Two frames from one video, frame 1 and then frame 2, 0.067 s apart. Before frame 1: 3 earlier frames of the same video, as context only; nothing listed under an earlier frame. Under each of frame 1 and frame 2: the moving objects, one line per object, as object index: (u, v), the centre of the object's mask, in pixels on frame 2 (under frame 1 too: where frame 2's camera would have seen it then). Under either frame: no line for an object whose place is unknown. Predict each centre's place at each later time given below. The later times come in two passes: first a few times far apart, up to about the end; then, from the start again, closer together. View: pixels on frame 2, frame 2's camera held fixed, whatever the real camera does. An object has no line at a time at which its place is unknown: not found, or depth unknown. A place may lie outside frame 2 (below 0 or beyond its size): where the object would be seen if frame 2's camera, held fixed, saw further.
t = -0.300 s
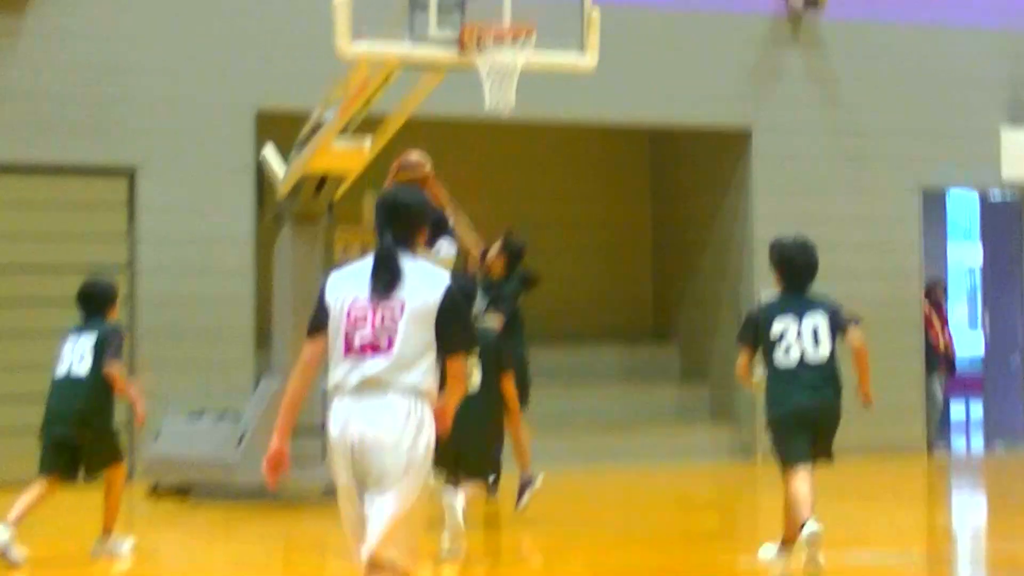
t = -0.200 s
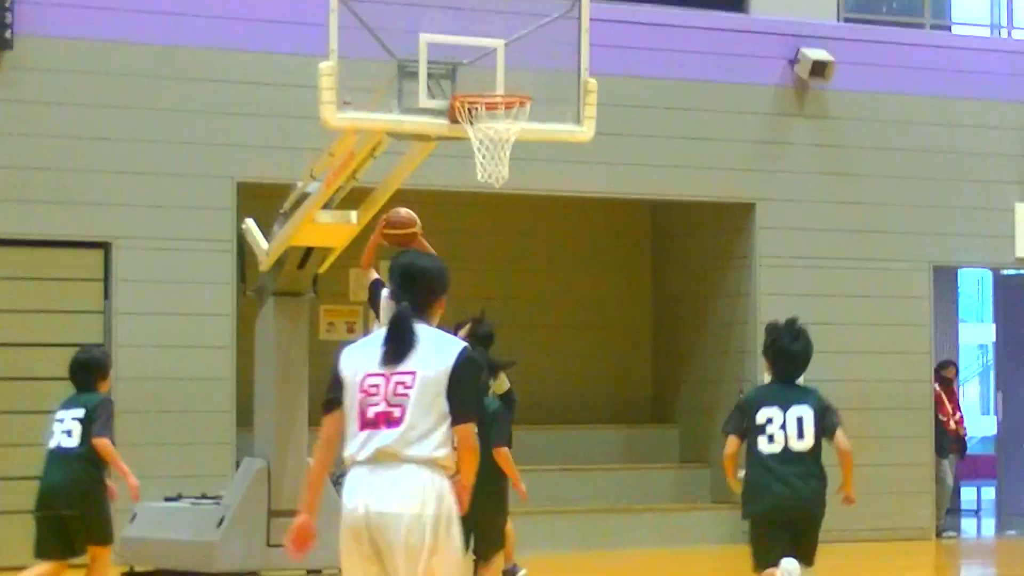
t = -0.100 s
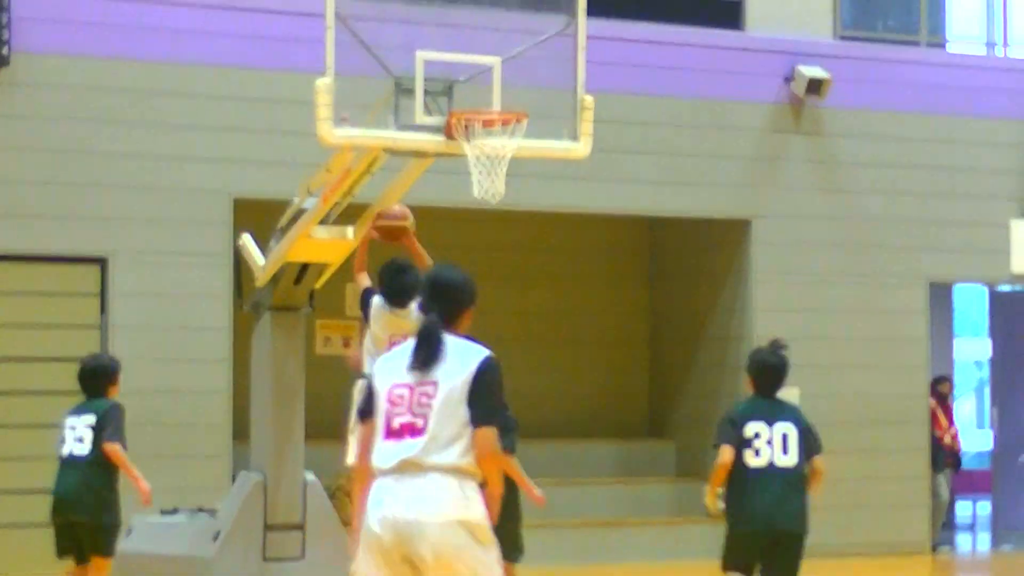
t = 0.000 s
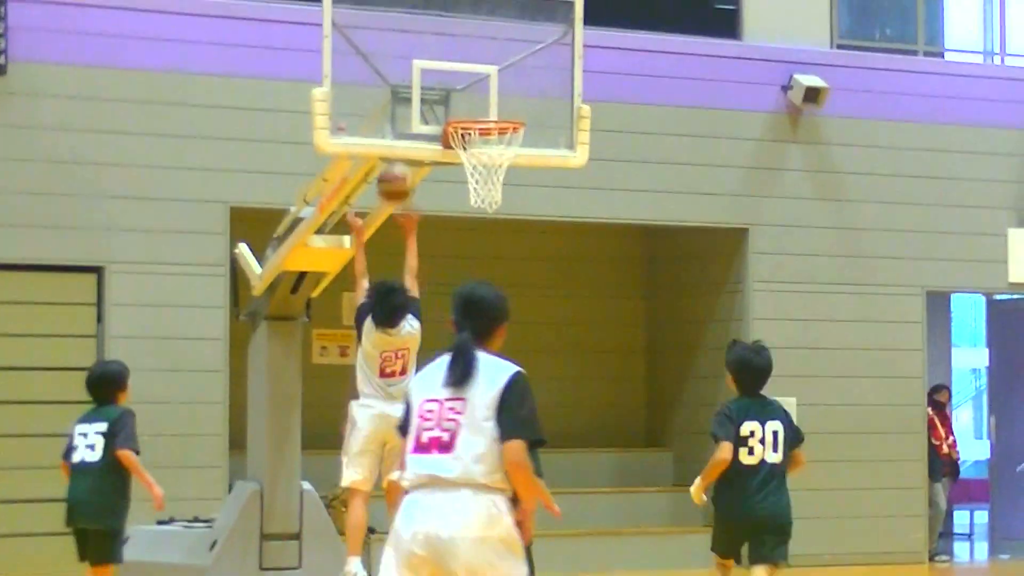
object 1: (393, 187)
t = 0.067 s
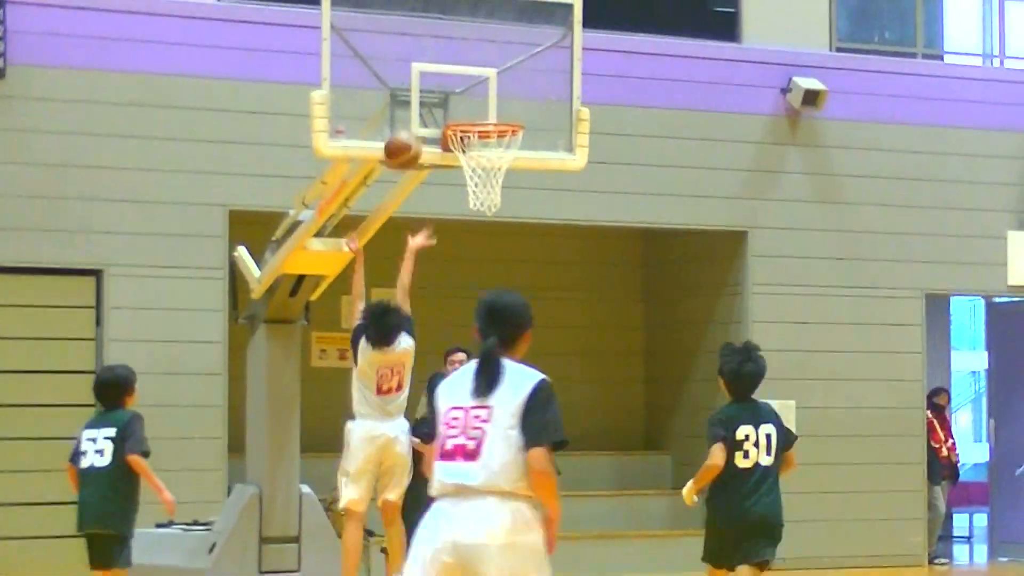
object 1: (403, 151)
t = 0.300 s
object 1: (436, 85)
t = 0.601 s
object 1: (489, 128)
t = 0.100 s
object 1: (408, 133)
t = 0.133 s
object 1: (409, 122)
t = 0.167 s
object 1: (414, 110)
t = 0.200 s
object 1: (418, 100)
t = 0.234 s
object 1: (421, 92)
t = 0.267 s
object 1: (428, 88)
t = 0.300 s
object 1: (436, 85)
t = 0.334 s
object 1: (446, 82)
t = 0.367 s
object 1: (452, 82)
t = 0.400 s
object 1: (461, 86)
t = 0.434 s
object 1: (468, 90)
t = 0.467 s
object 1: (476, 94)
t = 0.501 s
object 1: (484, 102)
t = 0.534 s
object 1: (493, 109)
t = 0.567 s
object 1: (497, 112)
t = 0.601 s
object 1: (489, 128)
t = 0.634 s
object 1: (481, 140)
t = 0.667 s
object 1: (477, 144)
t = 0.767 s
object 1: (462, 170)
